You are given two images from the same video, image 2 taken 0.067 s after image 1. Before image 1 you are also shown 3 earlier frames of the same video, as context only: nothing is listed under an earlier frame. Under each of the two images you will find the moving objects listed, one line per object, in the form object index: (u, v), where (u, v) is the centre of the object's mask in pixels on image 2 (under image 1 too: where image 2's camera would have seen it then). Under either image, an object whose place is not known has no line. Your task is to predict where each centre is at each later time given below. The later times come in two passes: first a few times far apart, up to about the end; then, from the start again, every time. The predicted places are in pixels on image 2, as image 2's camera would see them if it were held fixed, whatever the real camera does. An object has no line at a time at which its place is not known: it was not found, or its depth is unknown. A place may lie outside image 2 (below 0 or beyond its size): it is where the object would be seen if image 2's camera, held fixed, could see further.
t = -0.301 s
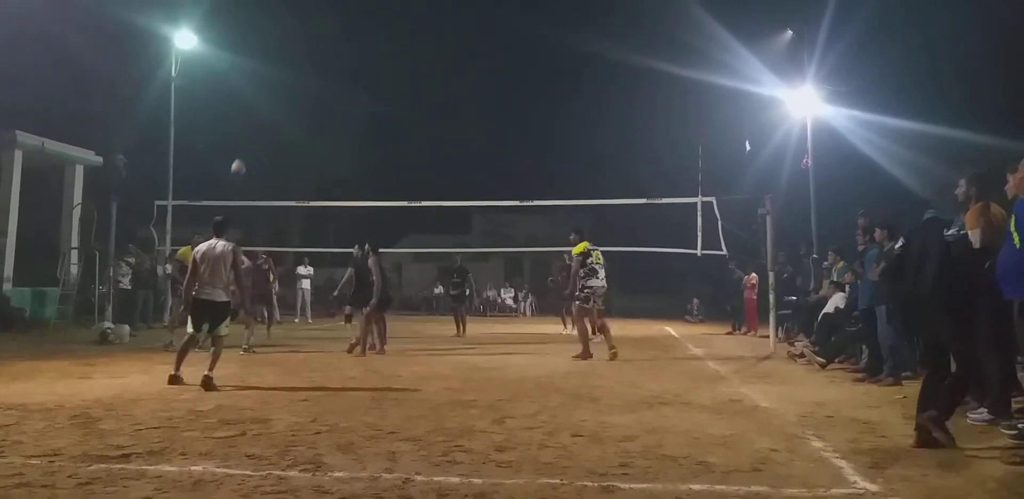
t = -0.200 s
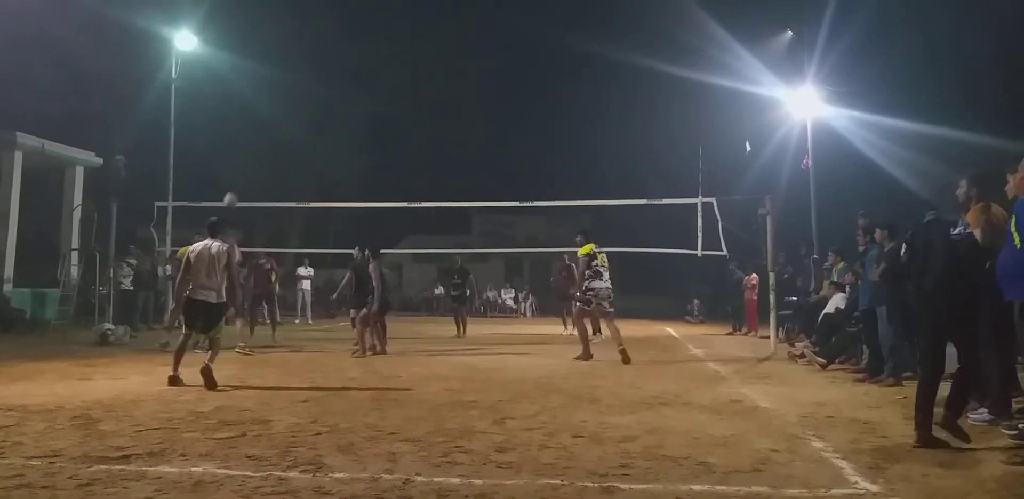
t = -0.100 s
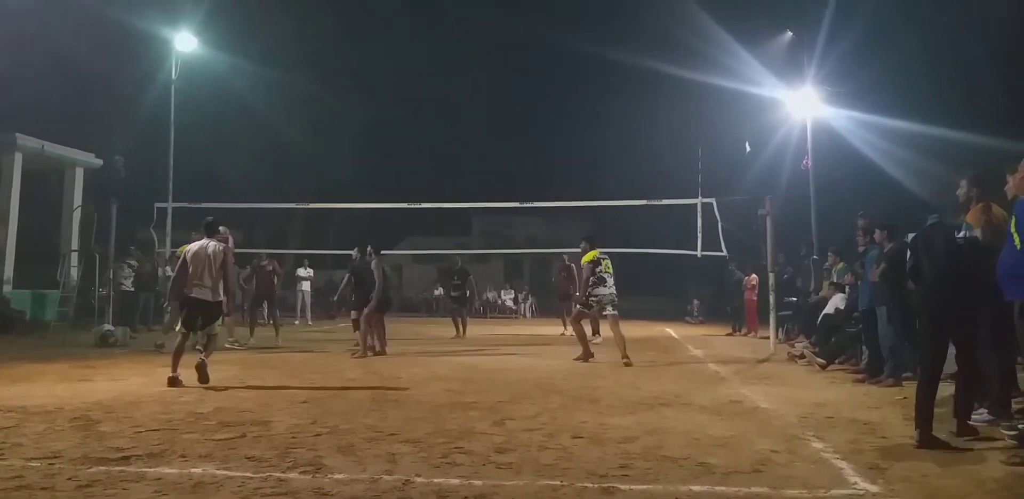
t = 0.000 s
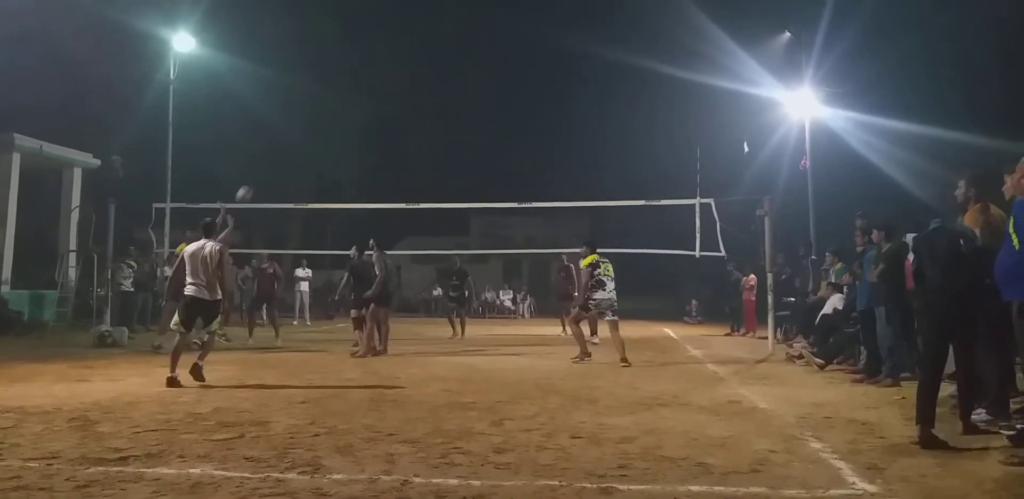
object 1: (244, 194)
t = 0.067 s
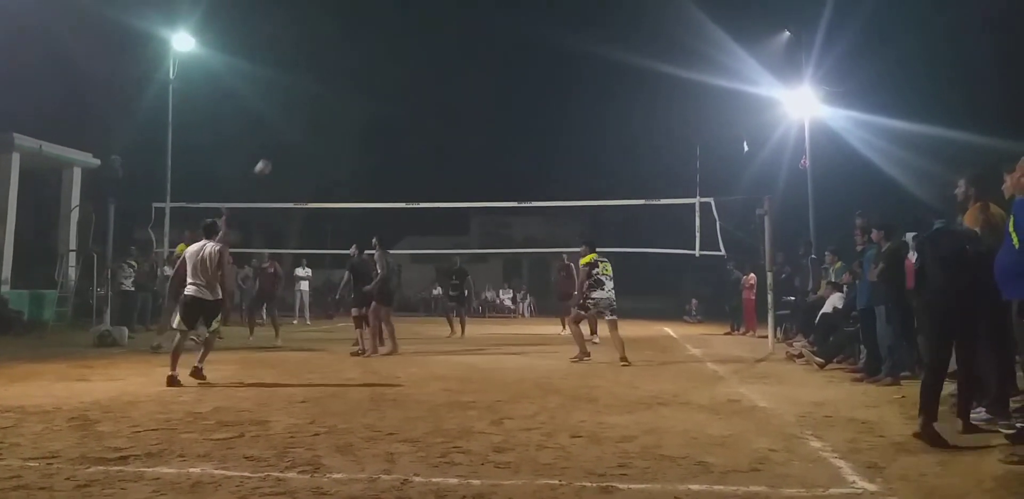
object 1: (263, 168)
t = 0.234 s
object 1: (309, 115)
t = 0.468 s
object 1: (373, 70)
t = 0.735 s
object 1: (443, 65)
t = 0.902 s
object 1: (485, 85)
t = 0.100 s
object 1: (272, 155)
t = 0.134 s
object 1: (281, 144)
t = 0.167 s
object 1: (291, 133)
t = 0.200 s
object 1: (300, 124)
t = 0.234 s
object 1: (309, 115)
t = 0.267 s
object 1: (319, 106)
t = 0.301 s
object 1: (328, 98)
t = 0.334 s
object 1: (337, 91)
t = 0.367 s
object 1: (346, 85)
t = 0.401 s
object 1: (355, 80)
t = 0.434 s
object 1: (364, 75)
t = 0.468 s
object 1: (373, 70)
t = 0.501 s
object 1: (382, 67)
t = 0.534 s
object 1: (391, 65)
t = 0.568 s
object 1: (400, 63)
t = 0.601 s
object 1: (408, 62)
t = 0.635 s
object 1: (417, 62)
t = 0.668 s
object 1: (426, 62)
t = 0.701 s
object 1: (434, 64)
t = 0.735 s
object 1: (443, 65)
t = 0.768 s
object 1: (451, 68)
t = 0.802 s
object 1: (460, 71)
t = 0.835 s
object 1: (468, 75)
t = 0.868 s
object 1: (477, 80)
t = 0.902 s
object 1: (485, 85)
